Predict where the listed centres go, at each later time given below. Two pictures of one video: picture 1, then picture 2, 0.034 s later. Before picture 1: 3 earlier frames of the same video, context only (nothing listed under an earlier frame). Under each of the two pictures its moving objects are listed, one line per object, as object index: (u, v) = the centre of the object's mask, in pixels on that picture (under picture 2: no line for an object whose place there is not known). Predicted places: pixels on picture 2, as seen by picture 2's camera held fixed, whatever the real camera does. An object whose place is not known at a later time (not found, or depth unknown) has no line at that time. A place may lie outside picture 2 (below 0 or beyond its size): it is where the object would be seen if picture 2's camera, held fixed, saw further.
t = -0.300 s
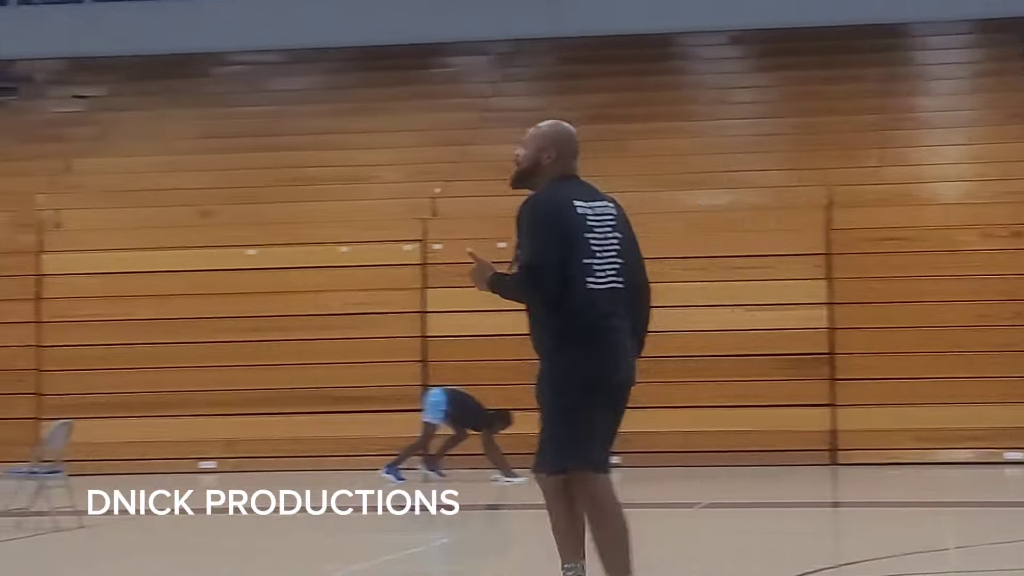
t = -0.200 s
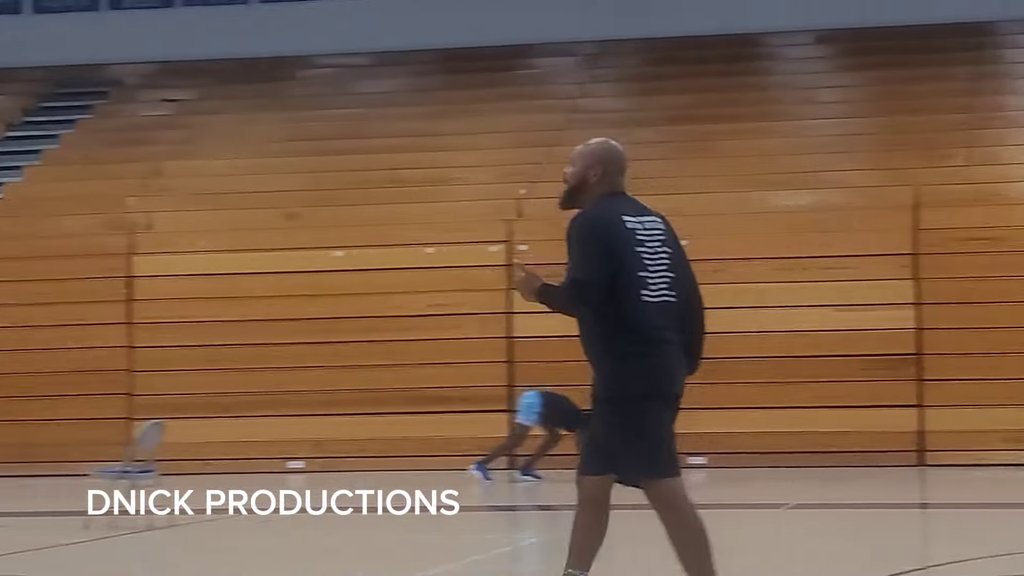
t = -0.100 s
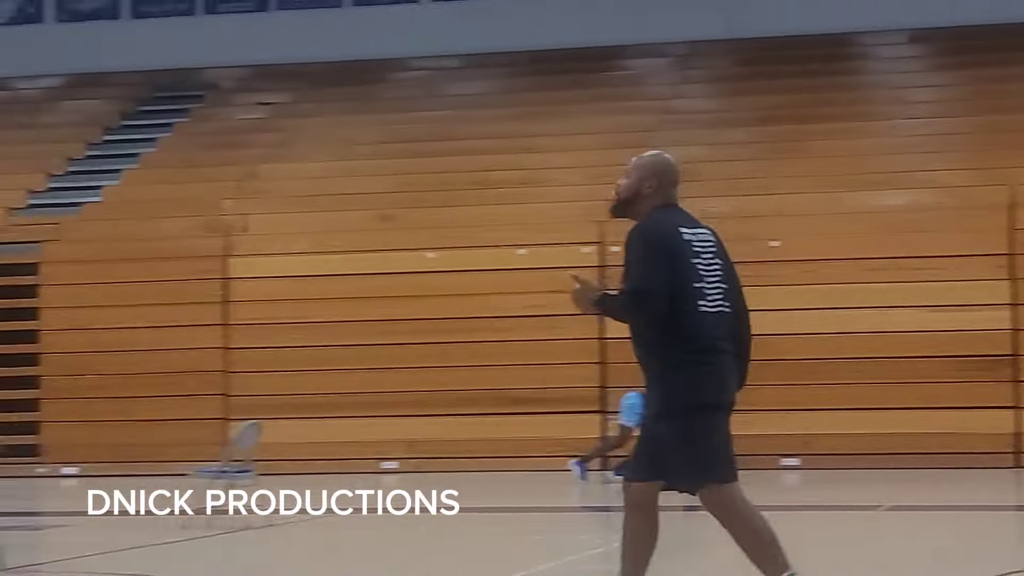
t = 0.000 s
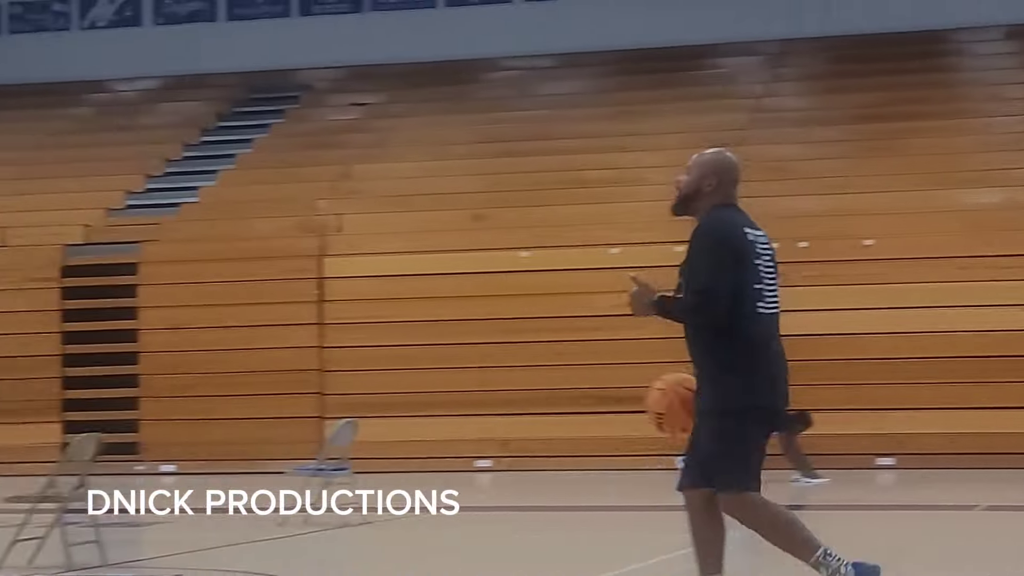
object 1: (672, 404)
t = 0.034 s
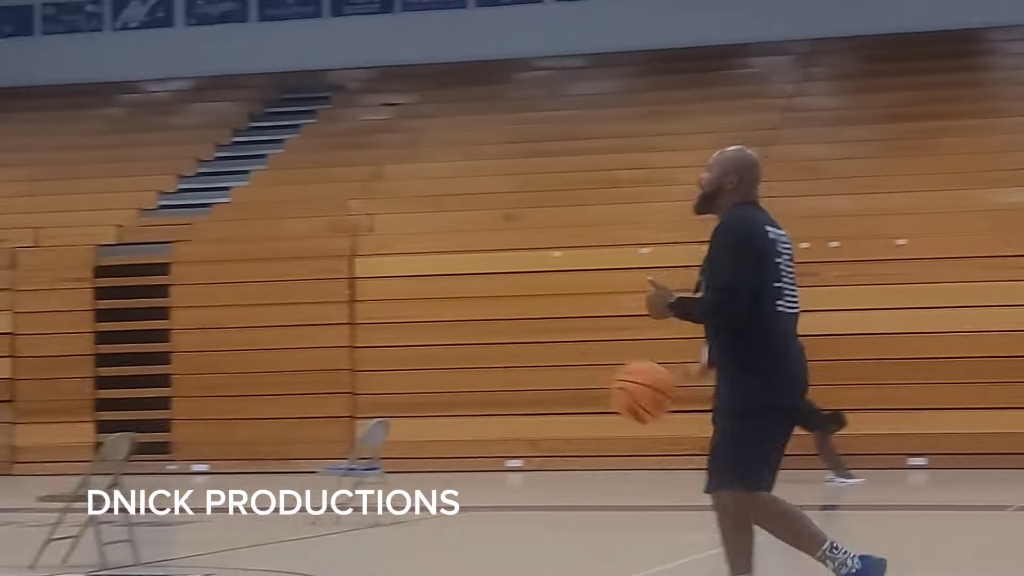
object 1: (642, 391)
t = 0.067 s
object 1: (570, 377)
